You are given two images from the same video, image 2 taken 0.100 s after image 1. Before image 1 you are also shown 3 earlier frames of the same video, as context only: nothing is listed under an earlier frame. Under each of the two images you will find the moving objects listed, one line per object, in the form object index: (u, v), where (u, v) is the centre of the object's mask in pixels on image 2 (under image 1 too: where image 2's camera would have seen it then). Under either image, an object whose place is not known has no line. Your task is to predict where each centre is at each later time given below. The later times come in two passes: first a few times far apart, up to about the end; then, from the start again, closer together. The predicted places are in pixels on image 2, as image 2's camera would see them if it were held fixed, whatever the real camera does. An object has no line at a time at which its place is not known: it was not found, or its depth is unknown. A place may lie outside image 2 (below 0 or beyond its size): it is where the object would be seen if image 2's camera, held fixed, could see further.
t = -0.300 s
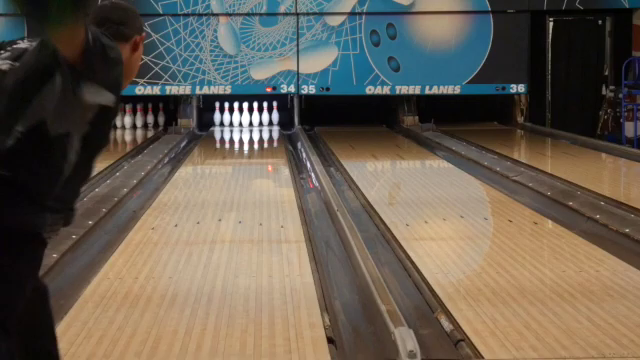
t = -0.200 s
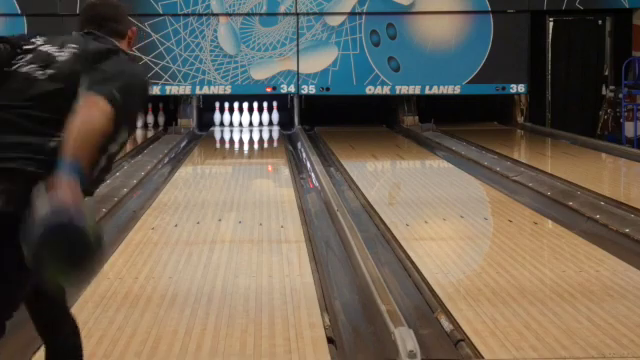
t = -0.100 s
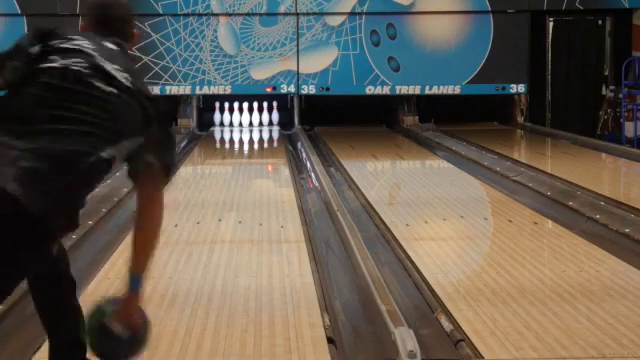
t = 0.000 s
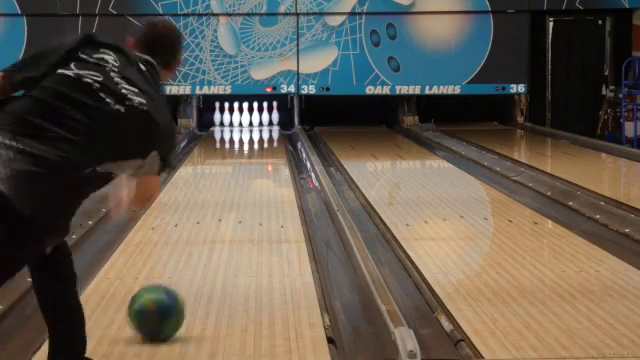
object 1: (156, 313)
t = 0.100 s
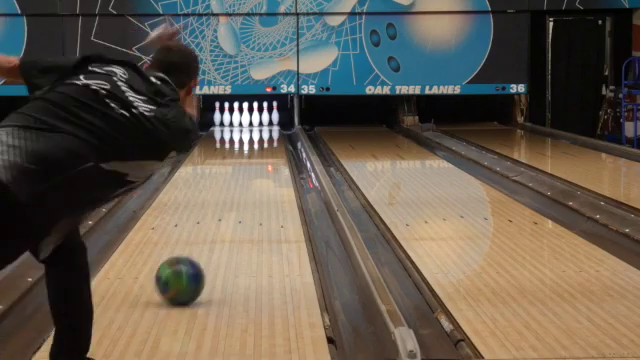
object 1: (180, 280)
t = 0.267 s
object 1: (208, 241)
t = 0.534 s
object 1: (236, 201)
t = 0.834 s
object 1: (254, 174)
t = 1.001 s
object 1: (262, 162)
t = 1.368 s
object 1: (271, 144)
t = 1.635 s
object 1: (272, 134)
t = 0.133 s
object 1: (186, 271)
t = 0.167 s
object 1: (192, 263)
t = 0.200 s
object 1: (198, 255)
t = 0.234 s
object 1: (203, 248)
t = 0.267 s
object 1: (208, 241)
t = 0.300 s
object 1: (212, 235)
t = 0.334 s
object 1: (216, 229)
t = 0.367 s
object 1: (220, 224)
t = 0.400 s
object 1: (233, 212)
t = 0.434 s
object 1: (229, 214)
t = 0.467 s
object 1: (230, 209)
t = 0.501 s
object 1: (233, 205)
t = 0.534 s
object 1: (236, 201)
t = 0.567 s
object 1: (239, 198)
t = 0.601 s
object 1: (241, 194)
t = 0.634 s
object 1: (243, 191)
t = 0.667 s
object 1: (245, 188)
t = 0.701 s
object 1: (248, 185)
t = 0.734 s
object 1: (250, 182)
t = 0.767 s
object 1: (251, 179)
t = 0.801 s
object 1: (253, 176)
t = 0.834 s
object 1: (254, 174)
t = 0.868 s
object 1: (256, 171)
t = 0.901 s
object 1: (258, 169)
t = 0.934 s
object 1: (259, 167)
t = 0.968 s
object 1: (261, 164)
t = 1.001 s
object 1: (262, 162)
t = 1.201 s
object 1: (268, 152)
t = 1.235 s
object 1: (269, 150)
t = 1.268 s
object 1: (270, 149)
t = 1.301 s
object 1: (270, 147)
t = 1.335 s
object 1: (271, 145)
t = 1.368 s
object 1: (271, 144)
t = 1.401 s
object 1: (271, 143)
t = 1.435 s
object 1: (272, 140)
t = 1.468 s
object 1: (272, 139)
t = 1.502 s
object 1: (272, 138)
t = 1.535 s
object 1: (272, 137)
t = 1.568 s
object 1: (272, 136)
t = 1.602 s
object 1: (273, 135)
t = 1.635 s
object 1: (272, 134)
